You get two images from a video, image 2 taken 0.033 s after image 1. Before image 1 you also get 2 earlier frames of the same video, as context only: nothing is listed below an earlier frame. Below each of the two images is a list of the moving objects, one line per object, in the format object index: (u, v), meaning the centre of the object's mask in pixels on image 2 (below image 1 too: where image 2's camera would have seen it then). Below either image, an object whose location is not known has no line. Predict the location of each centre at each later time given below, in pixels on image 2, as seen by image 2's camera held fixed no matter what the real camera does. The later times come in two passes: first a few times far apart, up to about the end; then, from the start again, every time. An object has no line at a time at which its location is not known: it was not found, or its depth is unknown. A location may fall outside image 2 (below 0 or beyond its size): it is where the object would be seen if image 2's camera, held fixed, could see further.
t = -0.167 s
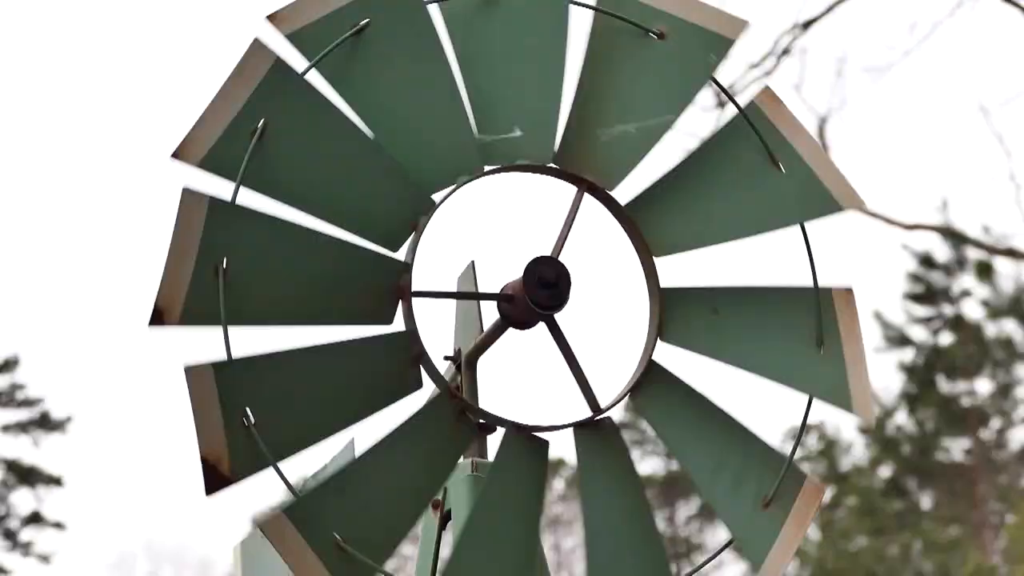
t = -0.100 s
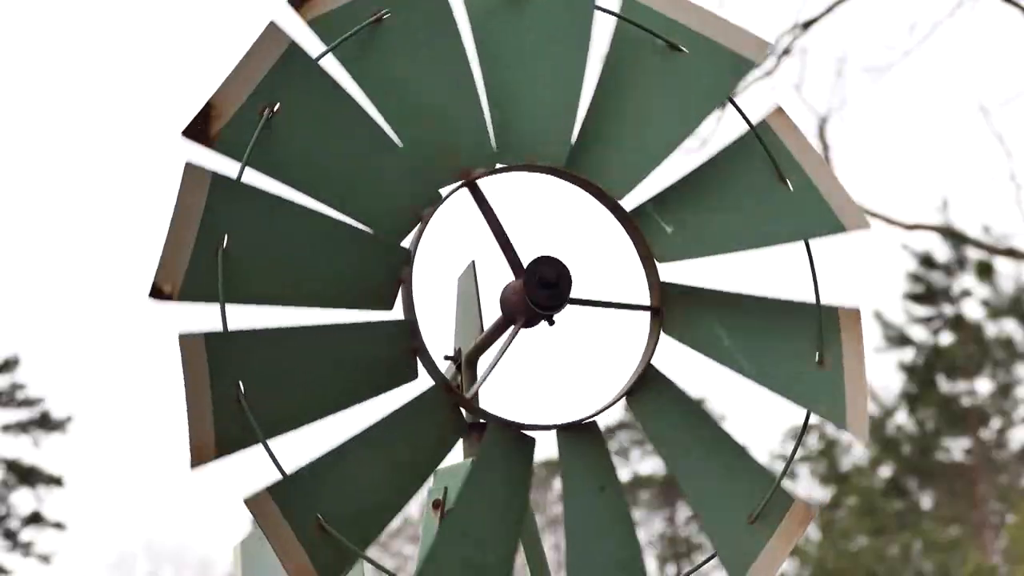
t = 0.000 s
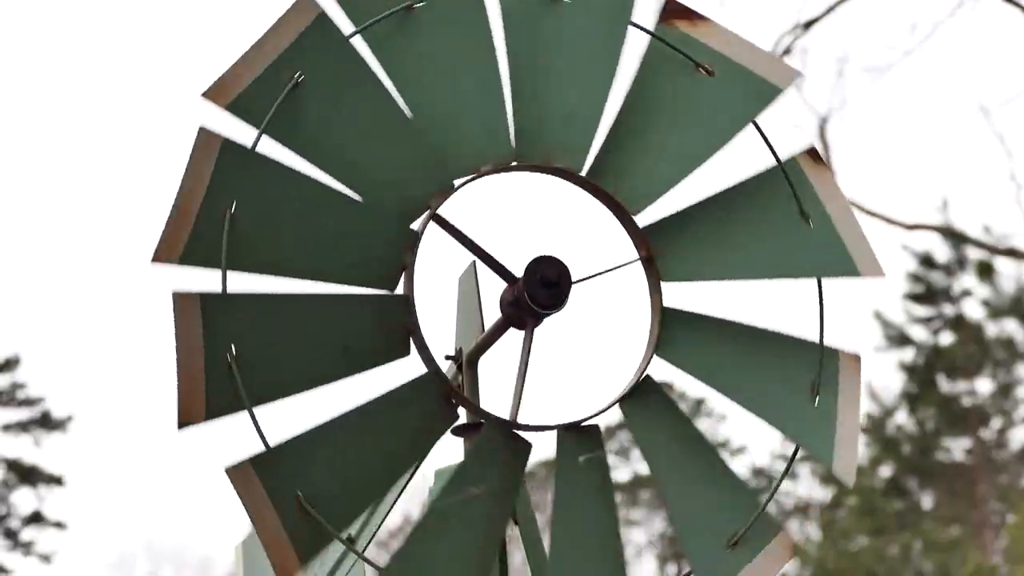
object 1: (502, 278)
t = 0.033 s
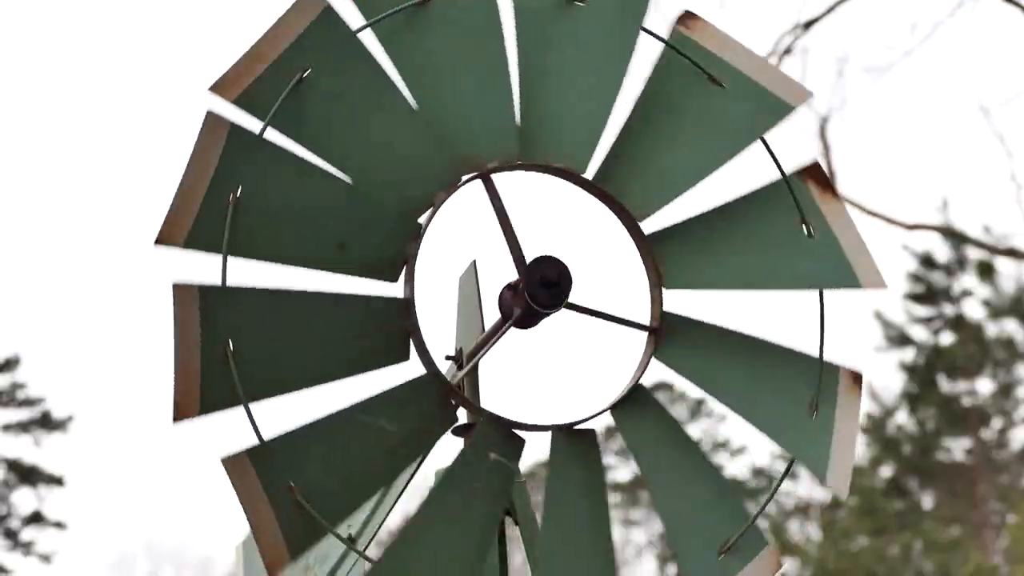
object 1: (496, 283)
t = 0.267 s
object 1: (509, 281)
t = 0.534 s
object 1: (499, 284)
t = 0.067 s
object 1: (505, 282)
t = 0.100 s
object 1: (500, 281)
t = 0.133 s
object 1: (497, 280)
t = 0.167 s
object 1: (503, 278)
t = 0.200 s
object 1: (502, 281)
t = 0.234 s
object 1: (504, 275)
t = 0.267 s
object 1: (509, 281)
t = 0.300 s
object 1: (503, 276)
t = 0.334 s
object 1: (503, 279)
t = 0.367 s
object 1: (506, 283)
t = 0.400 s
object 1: (505, 283)
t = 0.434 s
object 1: (506, 283)
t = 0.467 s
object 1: (500, 279)
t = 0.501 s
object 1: (504, 279)
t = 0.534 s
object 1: (499, 284)
